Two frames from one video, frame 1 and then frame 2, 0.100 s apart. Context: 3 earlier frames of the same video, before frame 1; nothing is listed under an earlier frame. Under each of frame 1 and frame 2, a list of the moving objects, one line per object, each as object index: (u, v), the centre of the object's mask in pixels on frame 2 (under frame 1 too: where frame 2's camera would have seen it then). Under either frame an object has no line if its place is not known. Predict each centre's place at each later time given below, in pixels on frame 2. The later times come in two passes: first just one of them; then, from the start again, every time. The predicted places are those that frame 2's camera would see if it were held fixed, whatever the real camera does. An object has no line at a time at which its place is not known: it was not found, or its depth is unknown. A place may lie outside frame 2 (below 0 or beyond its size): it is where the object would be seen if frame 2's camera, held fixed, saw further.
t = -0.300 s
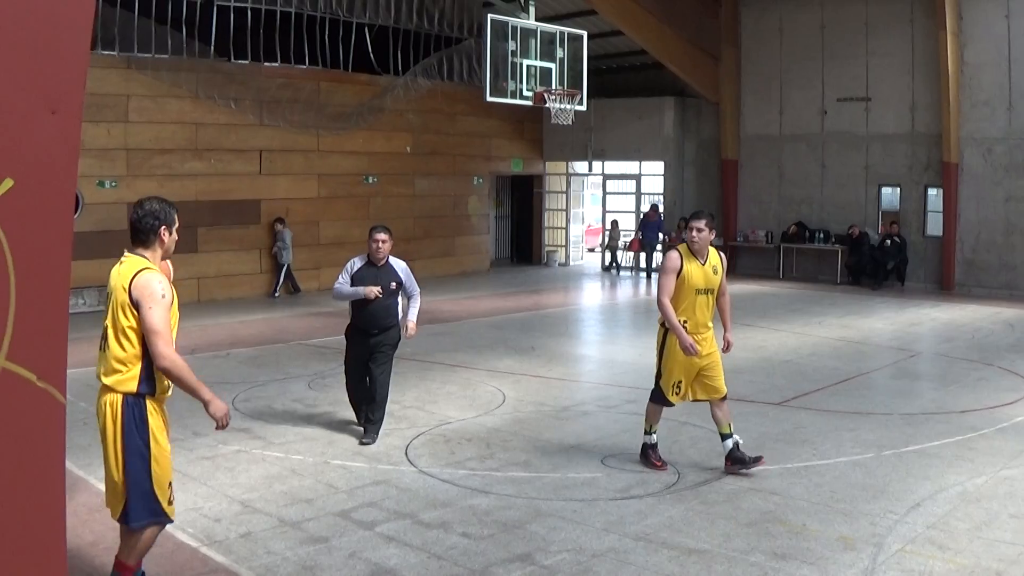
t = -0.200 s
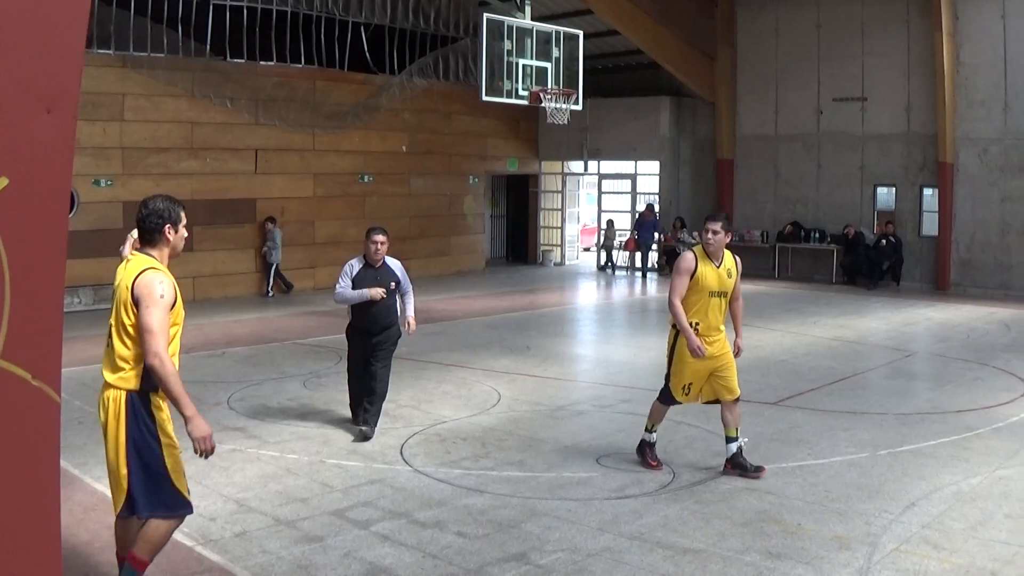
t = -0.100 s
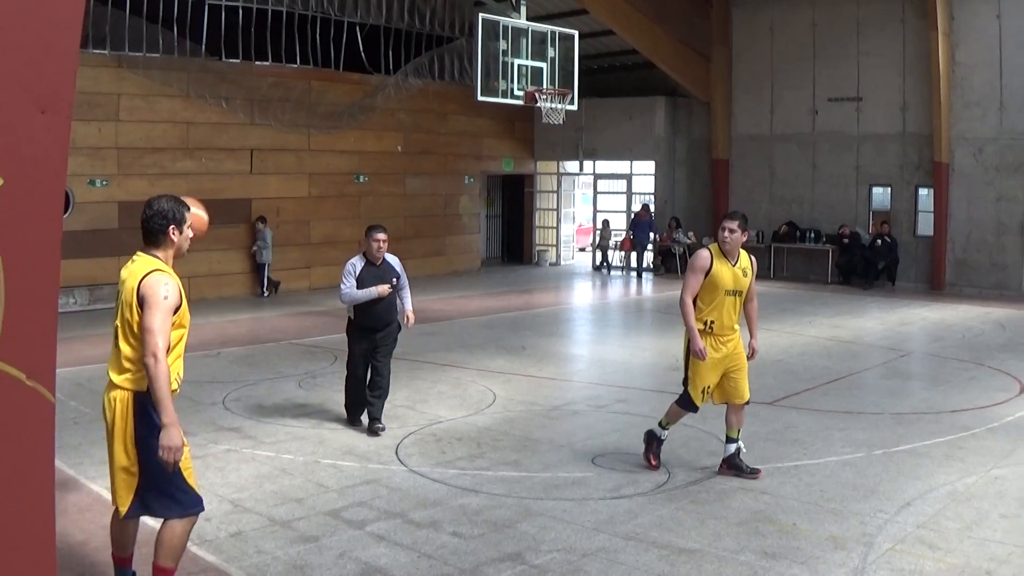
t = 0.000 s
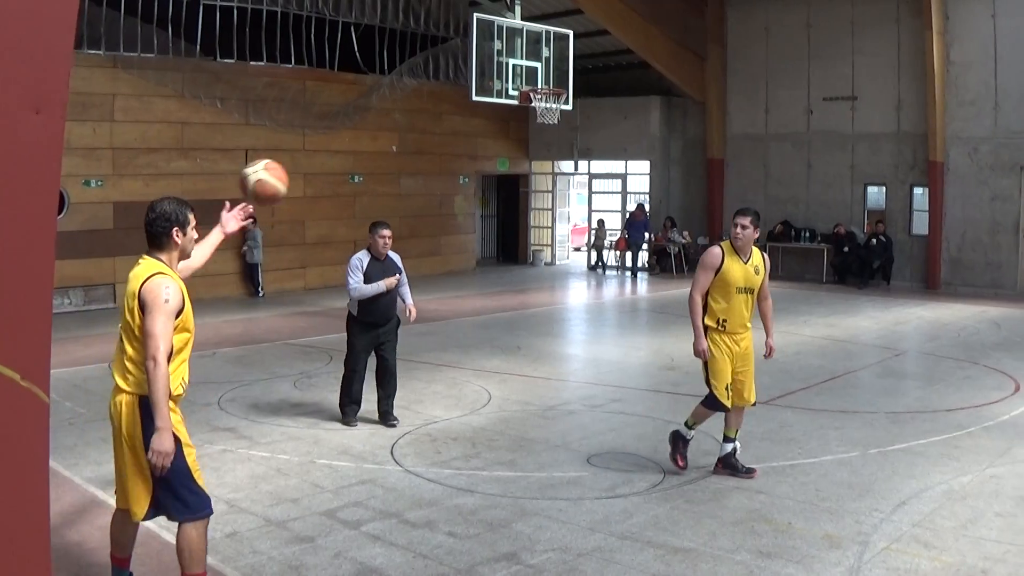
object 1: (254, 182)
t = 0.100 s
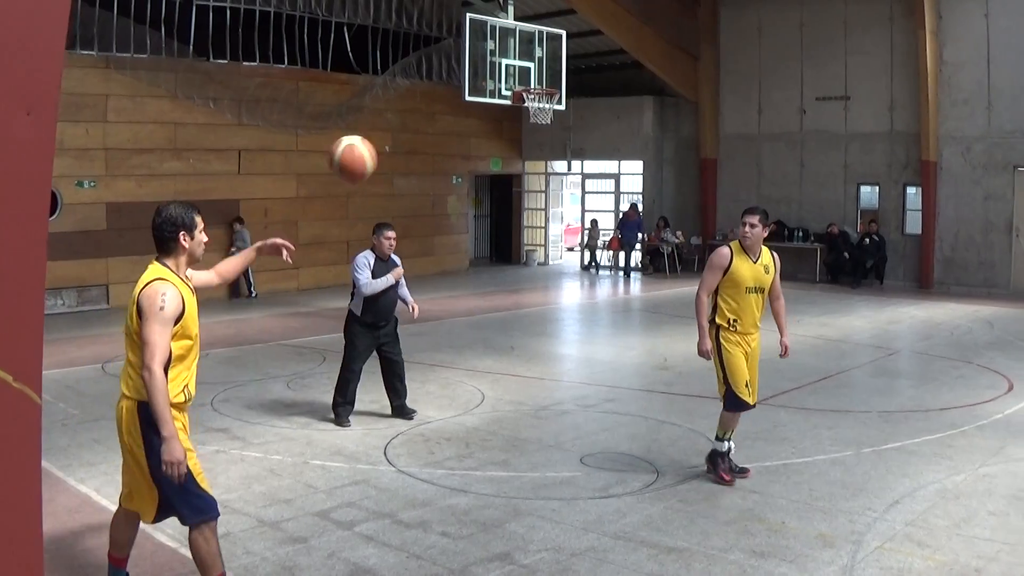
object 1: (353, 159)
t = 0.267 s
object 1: (509, 163)
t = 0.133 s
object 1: (385, 155)
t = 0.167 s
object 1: (416, 153)
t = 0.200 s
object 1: (448, 154)
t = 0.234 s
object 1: (478, 158)
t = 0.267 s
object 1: (509, 163)
